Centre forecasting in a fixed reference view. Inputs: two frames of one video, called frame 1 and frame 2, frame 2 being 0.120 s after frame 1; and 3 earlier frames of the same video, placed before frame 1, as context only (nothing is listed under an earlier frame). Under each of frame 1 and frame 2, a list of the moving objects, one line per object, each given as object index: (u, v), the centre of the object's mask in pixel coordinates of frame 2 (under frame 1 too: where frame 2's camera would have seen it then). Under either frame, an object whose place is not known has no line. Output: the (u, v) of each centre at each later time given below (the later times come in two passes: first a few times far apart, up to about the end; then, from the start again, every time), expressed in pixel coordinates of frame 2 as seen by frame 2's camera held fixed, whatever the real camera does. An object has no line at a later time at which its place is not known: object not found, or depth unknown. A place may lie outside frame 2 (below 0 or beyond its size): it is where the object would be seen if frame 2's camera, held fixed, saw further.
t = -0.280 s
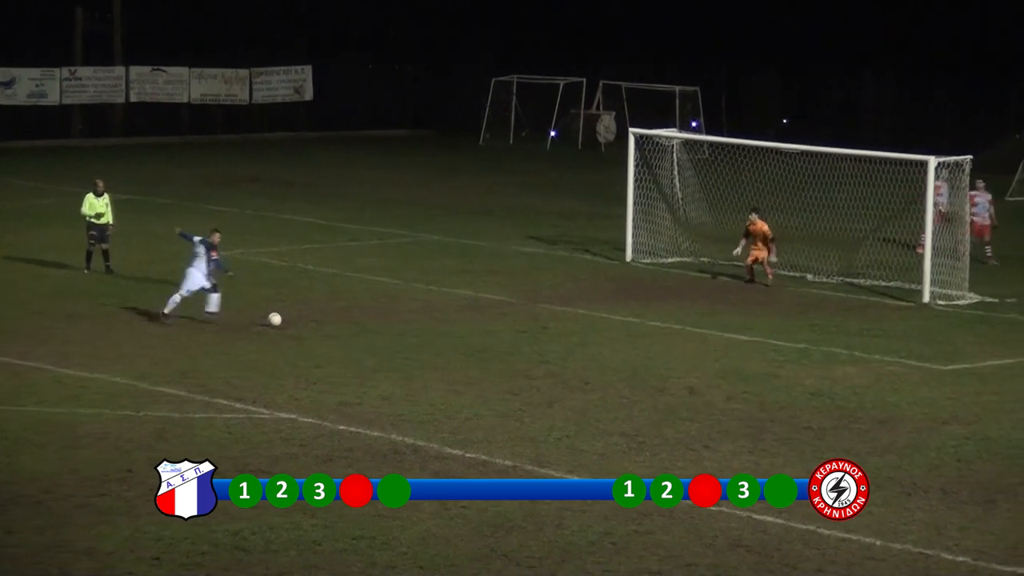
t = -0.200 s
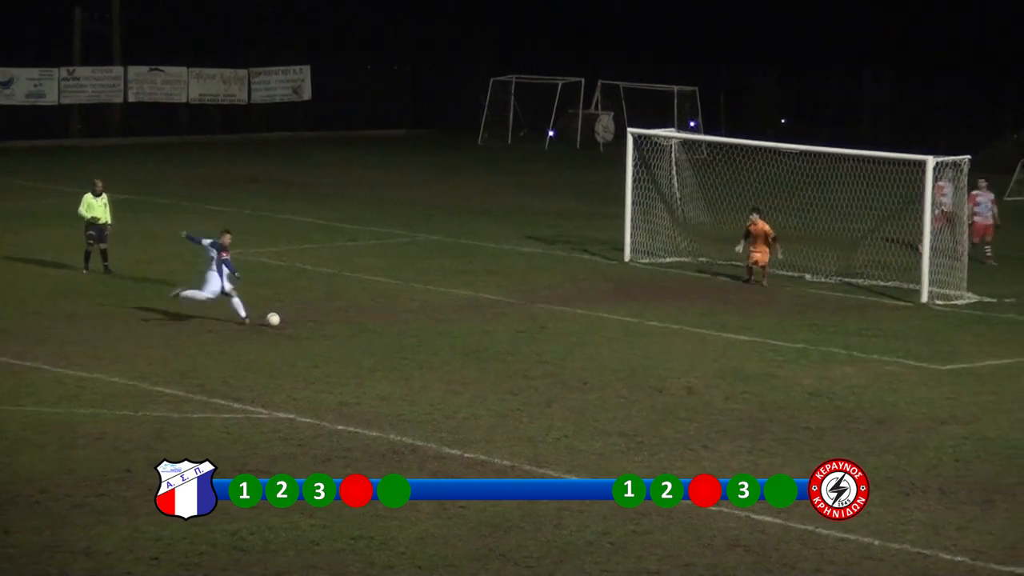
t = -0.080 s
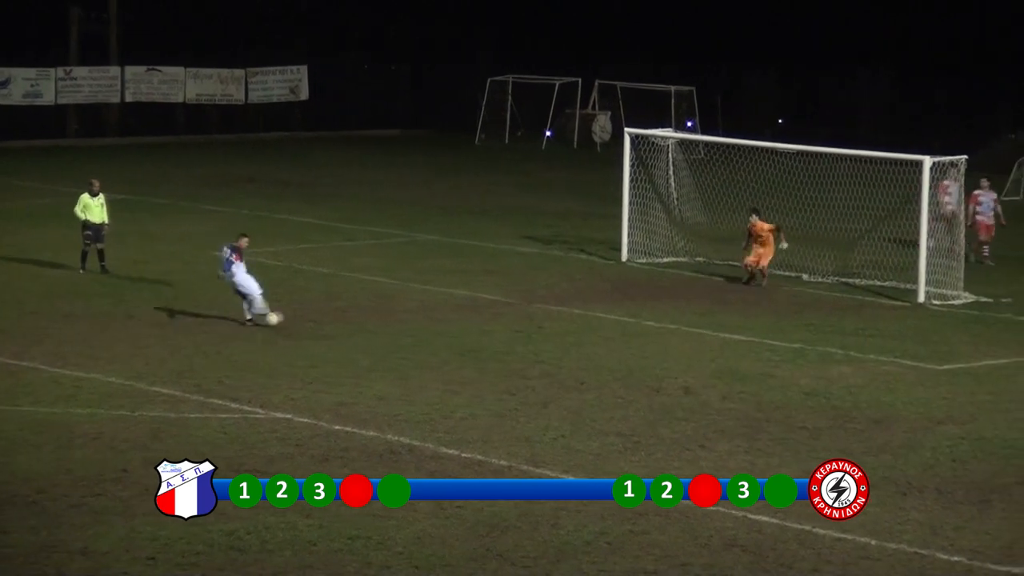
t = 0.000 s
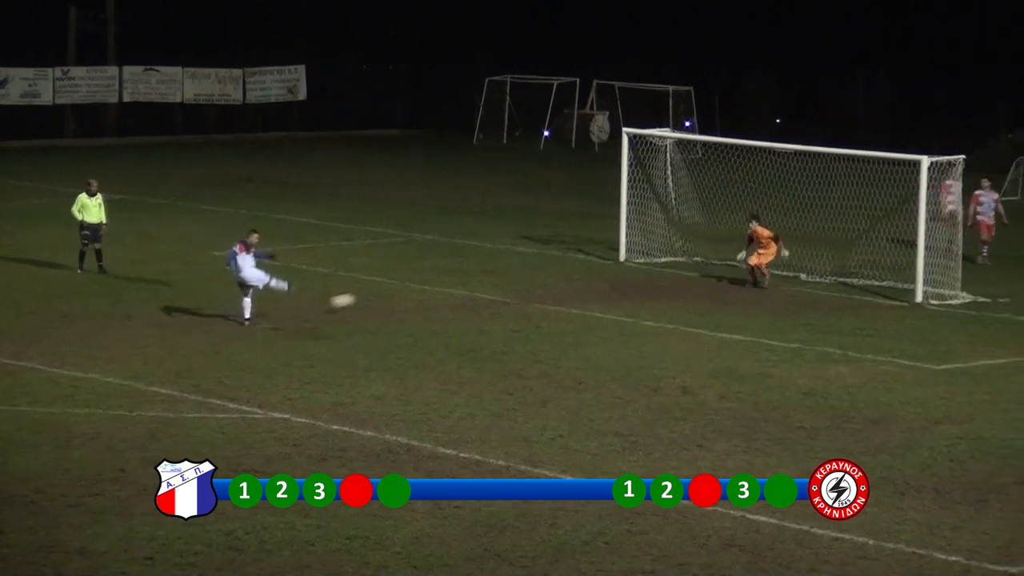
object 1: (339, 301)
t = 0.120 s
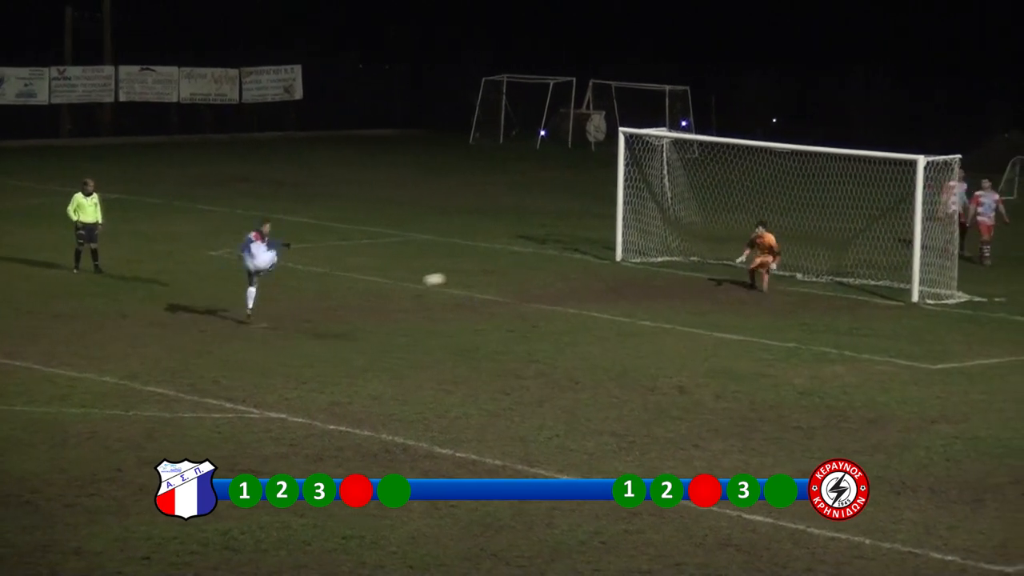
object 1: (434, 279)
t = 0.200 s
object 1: (490, 270)
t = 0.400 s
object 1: (605, 259)
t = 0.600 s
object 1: (673, 215)
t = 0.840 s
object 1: (700, 198)
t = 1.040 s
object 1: (717, 212)
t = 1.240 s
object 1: (733, 245)
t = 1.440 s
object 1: (731, 250)
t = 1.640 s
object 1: (728, 257)
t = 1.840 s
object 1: (726, 257)
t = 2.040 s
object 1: (723, 259)
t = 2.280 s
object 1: (723, 261)
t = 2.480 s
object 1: (723, 262)
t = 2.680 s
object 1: (727, 263)
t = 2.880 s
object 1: (730, 264)
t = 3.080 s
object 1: (732, 264)
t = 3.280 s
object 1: (731, 265)
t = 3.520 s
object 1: (728, 265)
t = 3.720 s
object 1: (728, 265)
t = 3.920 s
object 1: (729, 265)
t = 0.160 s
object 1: (463, 274)
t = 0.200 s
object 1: (490, 270)
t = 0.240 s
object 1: (516, 266)
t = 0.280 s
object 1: (540, 264)
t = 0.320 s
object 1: (562, 262)
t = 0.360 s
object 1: (584, 260)
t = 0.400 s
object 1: (605, 259)
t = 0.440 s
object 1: (625, 259)
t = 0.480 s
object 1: (640, 249)
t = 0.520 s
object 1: (655, 237)
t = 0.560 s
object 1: (666, 225)
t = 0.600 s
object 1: (673, 215)
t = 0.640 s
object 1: (679, 209)
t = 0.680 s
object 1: (683, 204)
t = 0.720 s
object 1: (688, 201)
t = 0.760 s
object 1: (692, 199)
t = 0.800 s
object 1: (696, 199)
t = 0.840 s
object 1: (700, 198)
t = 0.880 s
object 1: (703, 200)
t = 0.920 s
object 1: (707, 201)
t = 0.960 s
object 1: (711, 204)
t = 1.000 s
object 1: (714, 207)
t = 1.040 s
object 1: (717, 212)
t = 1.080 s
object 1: (721, 216)
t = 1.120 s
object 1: (724, 222)
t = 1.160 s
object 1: (727, 229)
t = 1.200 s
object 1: (730, 236)
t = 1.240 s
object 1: (733, 245)
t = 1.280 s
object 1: (734, 252)
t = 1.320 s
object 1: (734, 254)
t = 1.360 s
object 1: (733, 252)
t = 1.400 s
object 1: (733, 251)
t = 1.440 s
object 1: (731, 250)
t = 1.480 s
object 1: (731, 250)
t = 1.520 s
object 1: (730, 251)
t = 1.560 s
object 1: (729, 252)
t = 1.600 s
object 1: (728, 255)
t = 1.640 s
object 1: (728, 257)
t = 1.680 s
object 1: (727, 256)
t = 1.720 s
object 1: (726, 255)
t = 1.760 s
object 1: (726, 255)
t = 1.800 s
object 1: (726, 255)
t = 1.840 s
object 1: (726, 257)
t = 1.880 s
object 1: (724, 258)
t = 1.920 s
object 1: (723, 259)
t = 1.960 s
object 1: (723, 259)
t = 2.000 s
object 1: (723, 259)
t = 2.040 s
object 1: (723, 259)
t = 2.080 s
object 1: (723, 259)
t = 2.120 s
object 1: (723, 259)
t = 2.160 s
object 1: (723, 260)
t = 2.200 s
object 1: (723, 260)
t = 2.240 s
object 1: (723, 261)
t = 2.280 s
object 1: (723, 261)
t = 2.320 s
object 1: (723, 262)
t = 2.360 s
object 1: (723, 262)
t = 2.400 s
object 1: (723, 262)
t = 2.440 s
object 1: (723, 262)
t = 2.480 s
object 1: (723, 262)
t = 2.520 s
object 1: (724, 263)
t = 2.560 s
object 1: (724, 263)
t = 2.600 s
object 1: (726, 263)
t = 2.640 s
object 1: (726, 263)
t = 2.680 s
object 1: (727, 263)
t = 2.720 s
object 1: (727, 263)
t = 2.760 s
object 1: (728, 263)
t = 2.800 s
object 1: (729, 263)
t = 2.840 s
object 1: (730, 263)
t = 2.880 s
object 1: (730, 264)
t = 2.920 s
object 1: (730, 264)
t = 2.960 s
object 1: (730, 264)
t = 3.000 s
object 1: (731, 264)
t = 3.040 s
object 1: (731, 264)
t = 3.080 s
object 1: (732, 264)
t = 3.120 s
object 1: (731, 264)
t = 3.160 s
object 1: (732, 264)
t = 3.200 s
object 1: (732, 264)
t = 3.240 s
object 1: (731, 265)
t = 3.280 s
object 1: (731, 265)
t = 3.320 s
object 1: (730, 265)
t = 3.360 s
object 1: (730, 265)
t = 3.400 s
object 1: (729, 265)
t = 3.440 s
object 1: (729, 265)
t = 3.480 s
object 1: (728, 265)
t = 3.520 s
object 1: (728, 265)
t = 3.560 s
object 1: (728, 265)
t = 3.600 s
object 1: (727, 265)
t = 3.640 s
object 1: (727, 265)
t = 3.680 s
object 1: (727, 265)
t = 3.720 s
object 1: (728, 265)
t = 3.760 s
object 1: (728, 265)
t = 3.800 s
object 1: (728, 265)
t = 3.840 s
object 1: (728, 265)
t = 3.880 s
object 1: (728, 265)
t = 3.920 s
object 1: (729, 265)
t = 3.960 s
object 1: (729, 265)
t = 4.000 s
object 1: (729, 265)
